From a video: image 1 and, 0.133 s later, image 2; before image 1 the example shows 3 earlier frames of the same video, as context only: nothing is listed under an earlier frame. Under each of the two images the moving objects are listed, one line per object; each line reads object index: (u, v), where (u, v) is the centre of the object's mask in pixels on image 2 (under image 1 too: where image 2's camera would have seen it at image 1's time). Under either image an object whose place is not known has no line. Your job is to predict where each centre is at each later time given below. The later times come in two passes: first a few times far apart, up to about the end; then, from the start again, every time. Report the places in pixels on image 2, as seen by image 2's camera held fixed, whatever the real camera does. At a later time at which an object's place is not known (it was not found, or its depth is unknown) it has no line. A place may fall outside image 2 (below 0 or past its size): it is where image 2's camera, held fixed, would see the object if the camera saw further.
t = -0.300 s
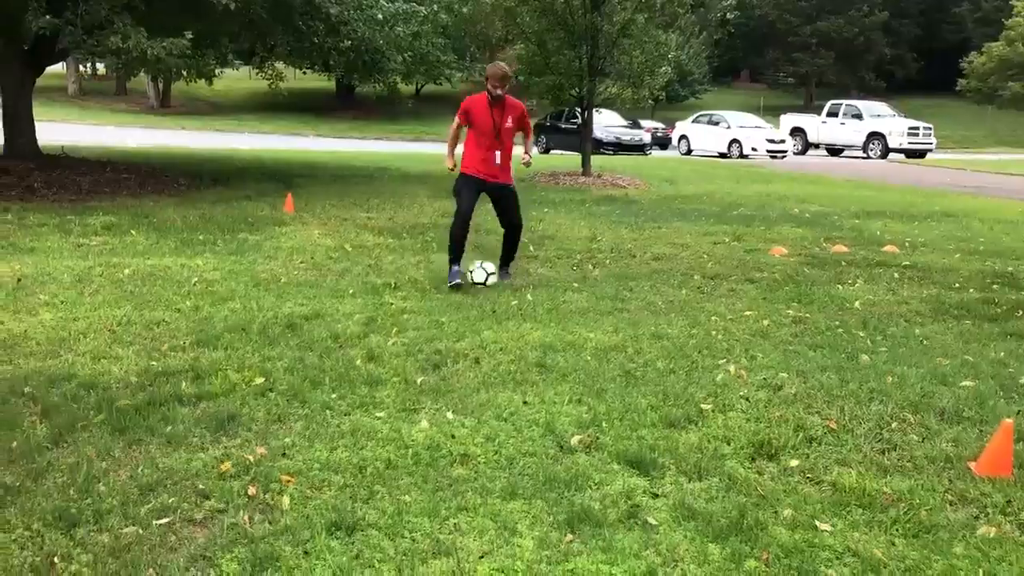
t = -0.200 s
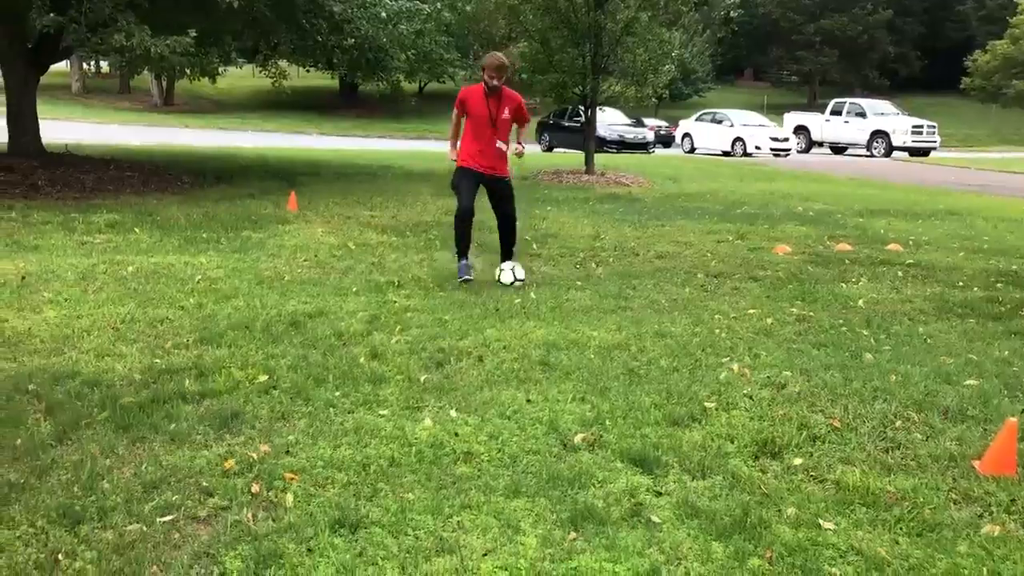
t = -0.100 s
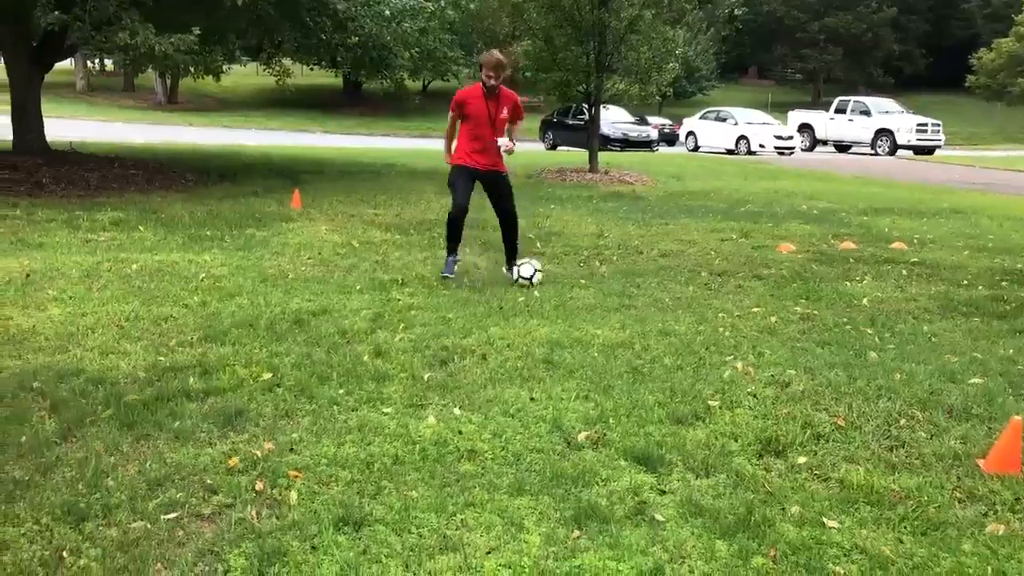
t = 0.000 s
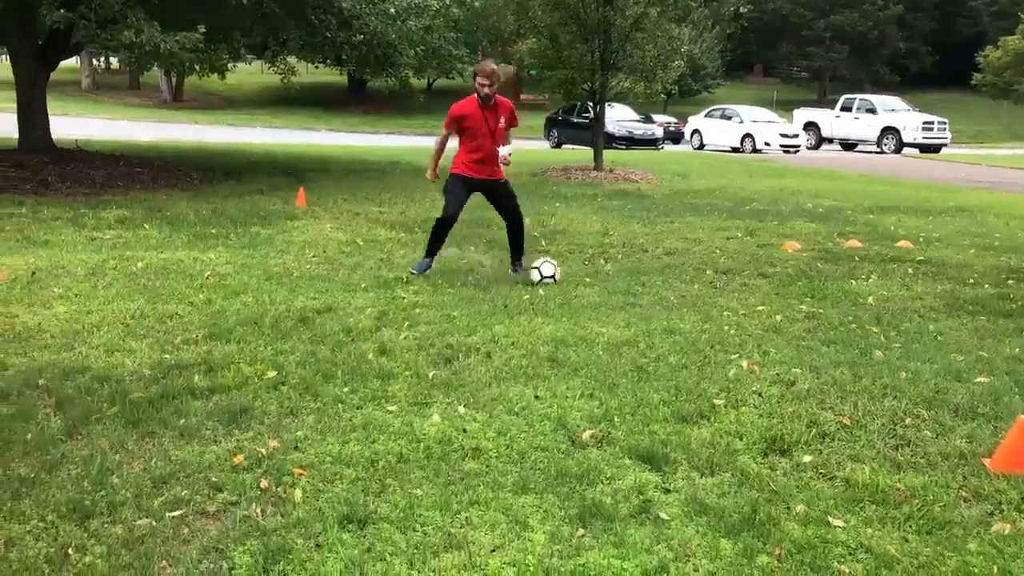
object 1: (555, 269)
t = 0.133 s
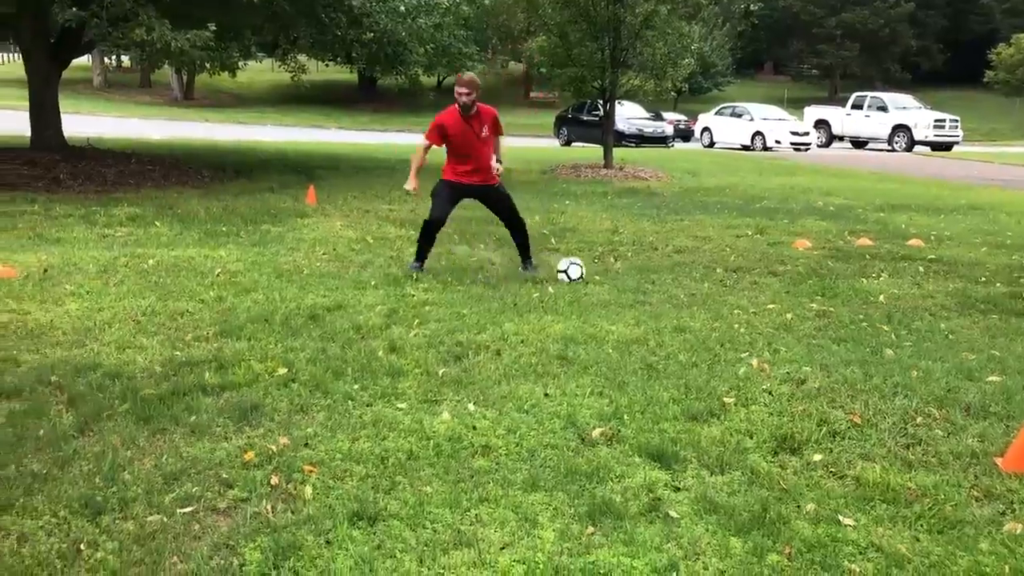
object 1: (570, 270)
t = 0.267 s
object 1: (583, 270)
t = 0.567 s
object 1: (601, 274)
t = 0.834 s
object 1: (606, 275)
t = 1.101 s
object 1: (607, 275)
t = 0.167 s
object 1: (574, 269)
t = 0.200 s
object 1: (577, 270)
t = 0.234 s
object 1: (580, 270)
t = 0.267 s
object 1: (583, 270)
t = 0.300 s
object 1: (586, 270)
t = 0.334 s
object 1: (589, 271)
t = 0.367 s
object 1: (592, 271)
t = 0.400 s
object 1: (594, 271)
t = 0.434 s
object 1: (596, 272)
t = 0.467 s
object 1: (597, 273)
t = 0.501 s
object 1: (599, 273)
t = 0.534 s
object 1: (600, 273)
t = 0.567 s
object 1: (601, 274)
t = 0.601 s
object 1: (603, 274)
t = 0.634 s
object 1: (603, 274)
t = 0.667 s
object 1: (604, 274)
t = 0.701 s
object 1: (604, 274)
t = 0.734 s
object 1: (605, 274)
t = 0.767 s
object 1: (605, 275)
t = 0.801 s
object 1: (606, 275)
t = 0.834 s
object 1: (606, 275)
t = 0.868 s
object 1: (607, 275)
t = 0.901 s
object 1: (607, 275)
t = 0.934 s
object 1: (607, 275)
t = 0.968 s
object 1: (607, 275)
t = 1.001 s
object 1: (607, 276)
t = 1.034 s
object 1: (607, 275)
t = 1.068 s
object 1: (607, 275)
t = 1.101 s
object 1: (607, 275)
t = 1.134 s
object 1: (607, 275)
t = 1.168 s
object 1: (607, 275)
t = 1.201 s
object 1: (607, 275)
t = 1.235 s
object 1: (607, 275)
